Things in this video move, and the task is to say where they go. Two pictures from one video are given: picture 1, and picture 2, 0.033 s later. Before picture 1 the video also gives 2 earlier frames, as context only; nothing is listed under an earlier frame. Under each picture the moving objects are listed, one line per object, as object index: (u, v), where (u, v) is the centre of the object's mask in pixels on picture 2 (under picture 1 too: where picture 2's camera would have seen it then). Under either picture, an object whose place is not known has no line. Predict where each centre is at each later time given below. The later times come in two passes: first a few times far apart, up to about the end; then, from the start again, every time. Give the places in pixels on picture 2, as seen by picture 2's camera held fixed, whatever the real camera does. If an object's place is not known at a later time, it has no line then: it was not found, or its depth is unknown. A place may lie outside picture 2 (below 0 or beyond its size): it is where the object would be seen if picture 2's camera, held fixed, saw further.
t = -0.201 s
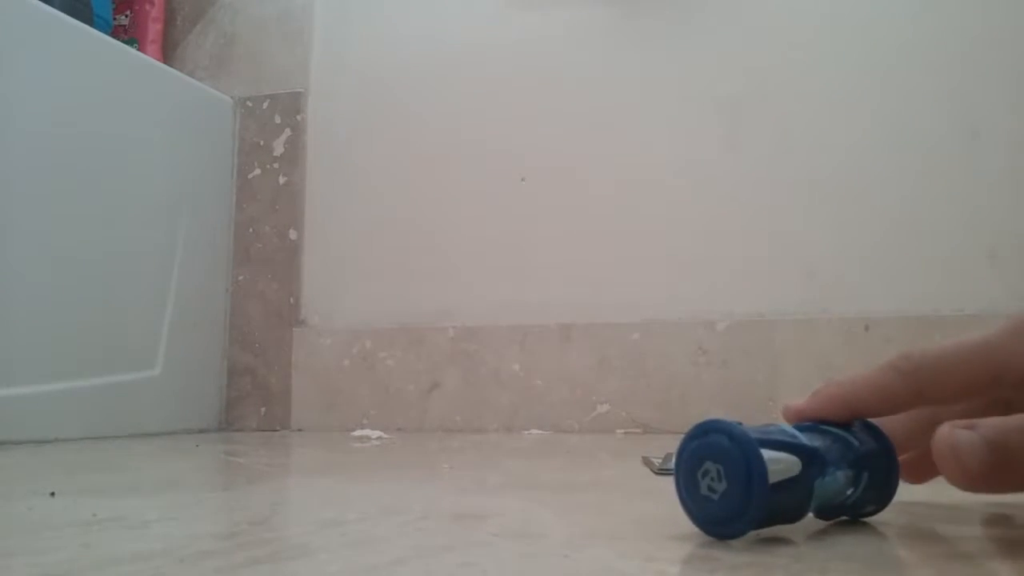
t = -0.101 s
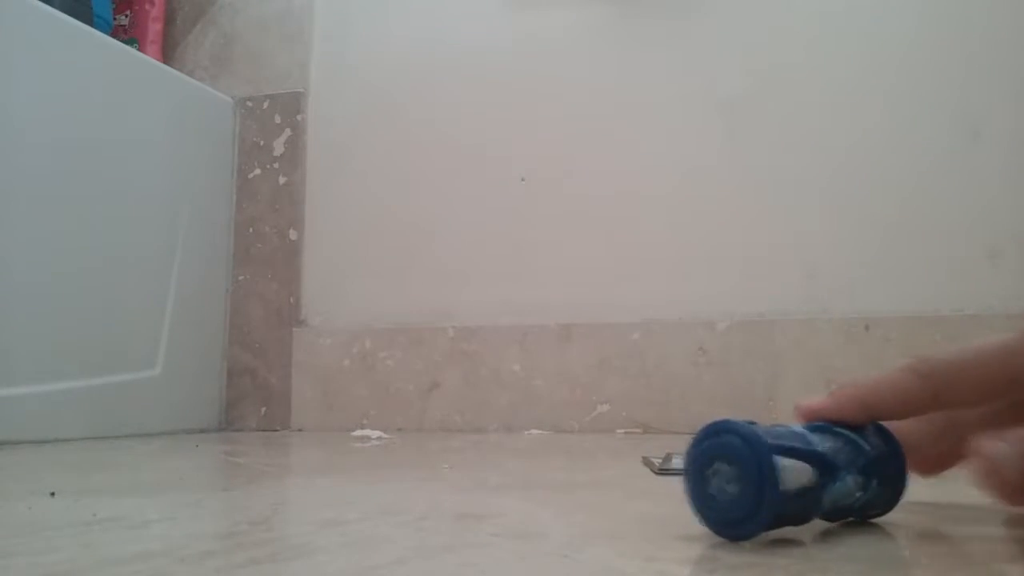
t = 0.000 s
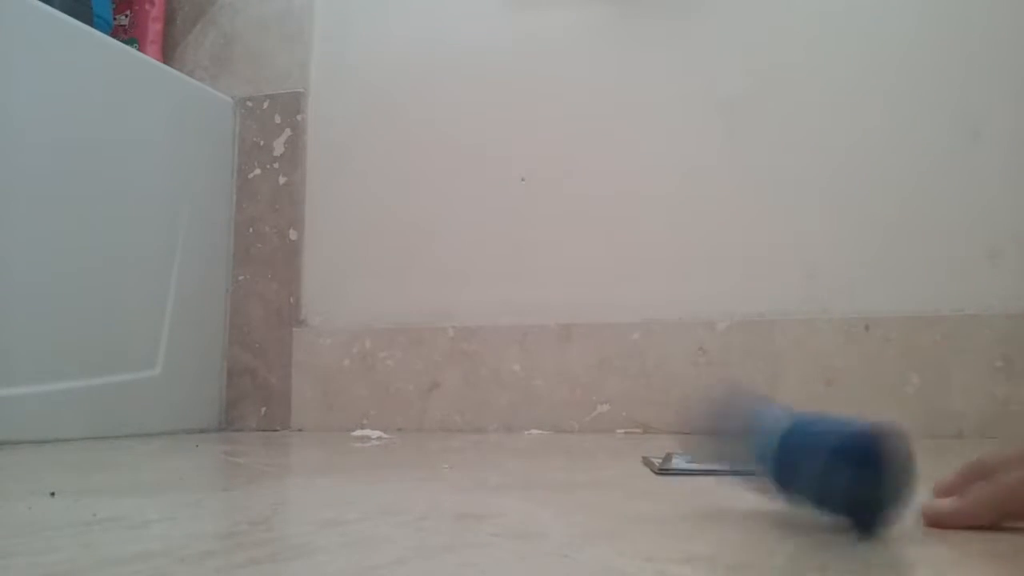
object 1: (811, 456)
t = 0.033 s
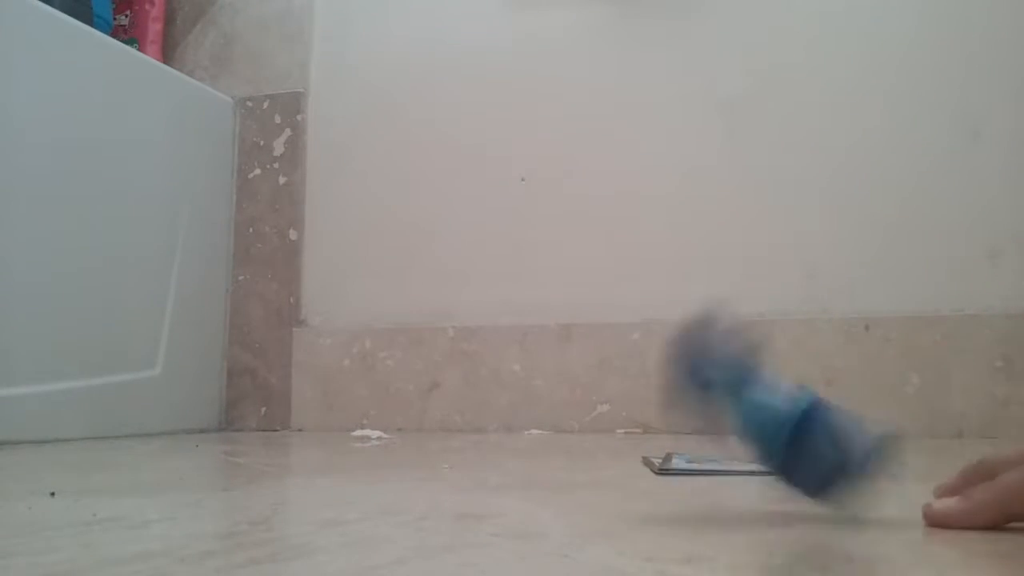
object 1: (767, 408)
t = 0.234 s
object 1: (652, 389)
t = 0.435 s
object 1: (572, 400)
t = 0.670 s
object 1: (526, 414)
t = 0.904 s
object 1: (491, 408)
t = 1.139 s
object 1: (482, 409)
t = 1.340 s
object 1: (485, 413)
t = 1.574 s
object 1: (484, 414)
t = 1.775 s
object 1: (488, 414)
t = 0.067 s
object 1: (745, 380)
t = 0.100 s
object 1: (728, 380)
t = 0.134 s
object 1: (701, 414)
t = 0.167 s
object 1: (679, 406)
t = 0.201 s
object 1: (667, 392)
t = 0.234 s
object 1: (652, 389)
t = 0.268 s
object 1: (635, 402)
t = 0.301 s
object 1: (628, 405)
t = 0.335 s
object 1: (619, 409)
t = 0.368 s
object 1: (600, 394)
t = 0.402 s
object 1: (583, 397)
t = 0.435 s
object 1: (572, 400)
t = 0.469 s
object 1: (565, 416)
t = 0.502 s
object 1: (545, 413)
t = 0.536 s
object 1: (541, 401)
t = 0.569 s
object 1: (540, 403)
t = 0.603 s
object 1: (534, 408)
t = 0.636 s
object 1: (527, 417)
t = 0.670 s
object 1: (526, 414)
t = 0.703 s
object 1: (516, 403)
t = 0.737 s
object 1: (508, 406)
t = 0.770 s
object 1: (506, 415)
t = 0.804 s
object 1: (497, 412)
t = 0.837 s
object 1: (492, 407)
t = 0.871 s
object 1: (497, 410)
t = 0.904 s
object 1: (491, 408)
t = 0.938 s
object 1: (488, 409)
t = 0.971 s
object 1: (493, 414)
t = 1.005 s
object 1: (485, 409)
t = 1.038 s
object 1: (482, 408)
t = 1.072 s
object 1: (489, 413)
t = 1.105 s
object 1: (483, 413)
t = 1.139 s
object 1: (482, 409)
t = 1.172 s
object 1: (491, 413)
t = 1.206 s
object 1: (488, 412)
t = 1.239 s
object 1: (485, 414)
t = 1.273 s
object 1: (493, 414)
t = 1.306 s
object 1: (491, 410)
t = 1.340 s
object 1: (485, 413)
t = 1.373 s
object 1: (493, 413)
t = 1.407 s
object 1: (492, 413)
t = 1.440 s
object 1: (485, 414)
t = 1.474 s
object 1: (489, 410)
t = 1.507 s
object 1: (492, 415)
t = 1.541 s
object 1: (485, 414)
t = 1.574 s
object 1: (484, 414)
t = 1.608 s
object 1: (493, 415)
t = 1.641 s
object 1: (490, 413)
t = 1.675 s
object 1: (486, 416)
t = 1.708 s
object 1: (491, 412)
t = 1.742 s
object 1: (492, 416)
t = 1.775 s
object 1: (488, 414)
